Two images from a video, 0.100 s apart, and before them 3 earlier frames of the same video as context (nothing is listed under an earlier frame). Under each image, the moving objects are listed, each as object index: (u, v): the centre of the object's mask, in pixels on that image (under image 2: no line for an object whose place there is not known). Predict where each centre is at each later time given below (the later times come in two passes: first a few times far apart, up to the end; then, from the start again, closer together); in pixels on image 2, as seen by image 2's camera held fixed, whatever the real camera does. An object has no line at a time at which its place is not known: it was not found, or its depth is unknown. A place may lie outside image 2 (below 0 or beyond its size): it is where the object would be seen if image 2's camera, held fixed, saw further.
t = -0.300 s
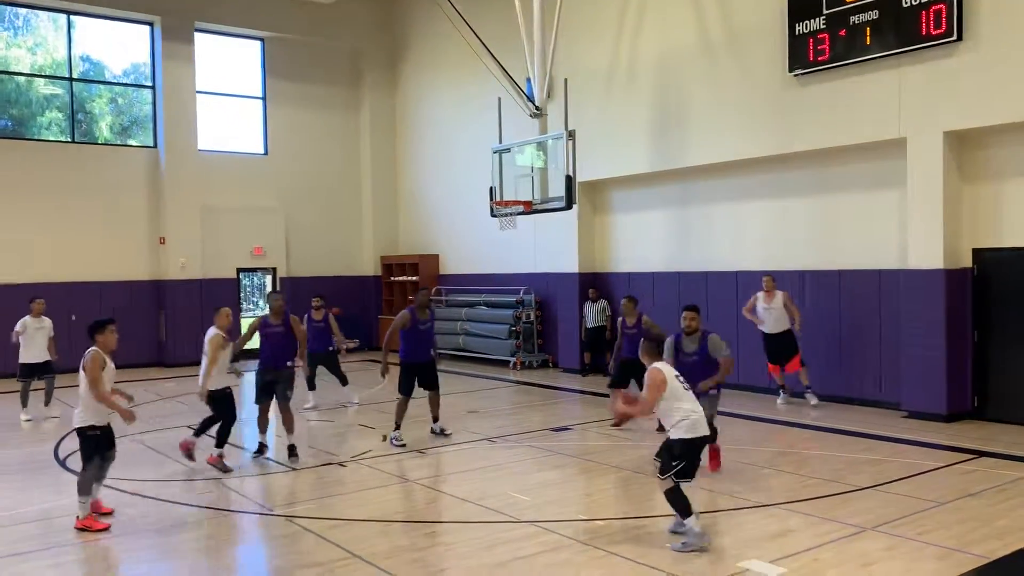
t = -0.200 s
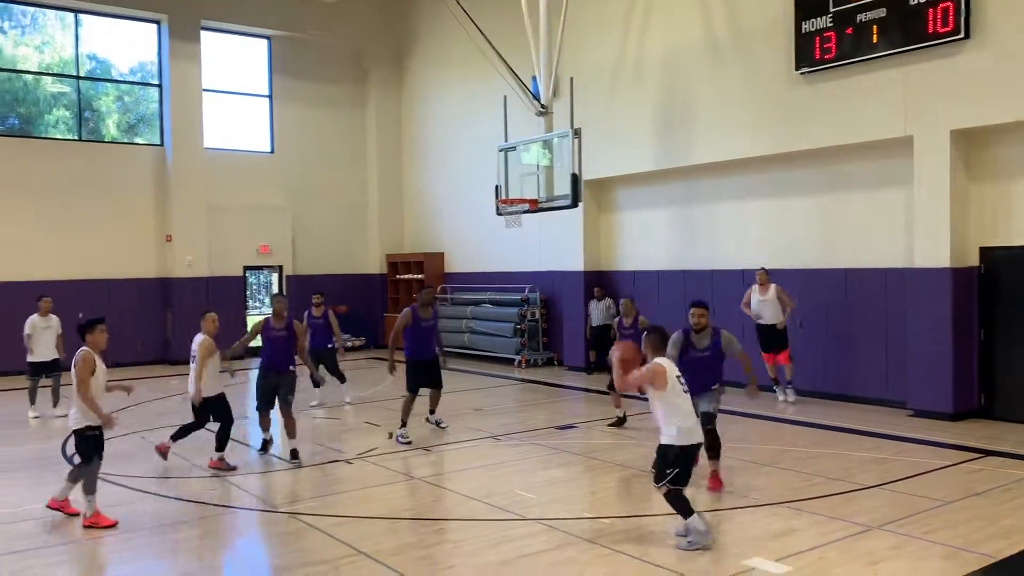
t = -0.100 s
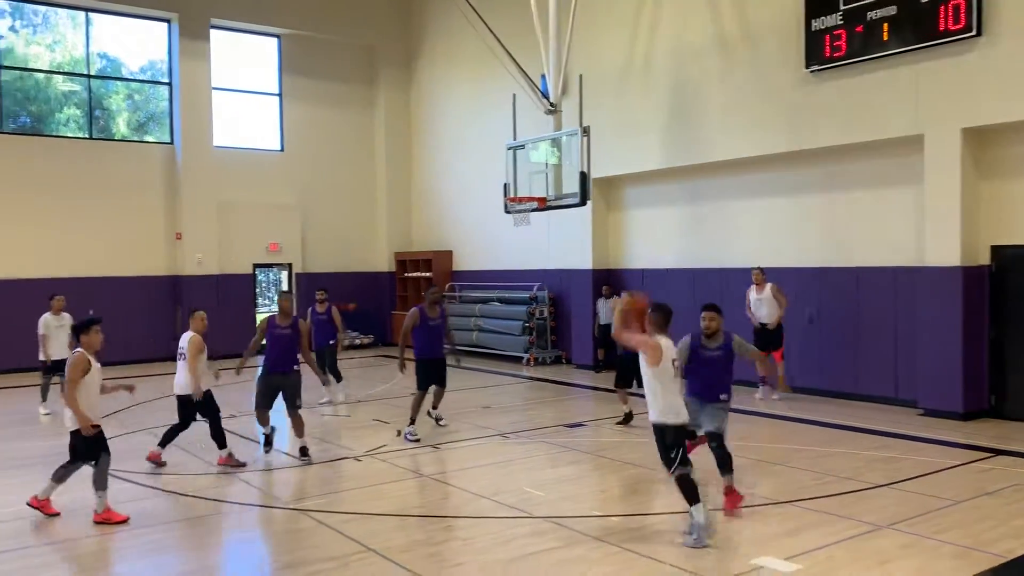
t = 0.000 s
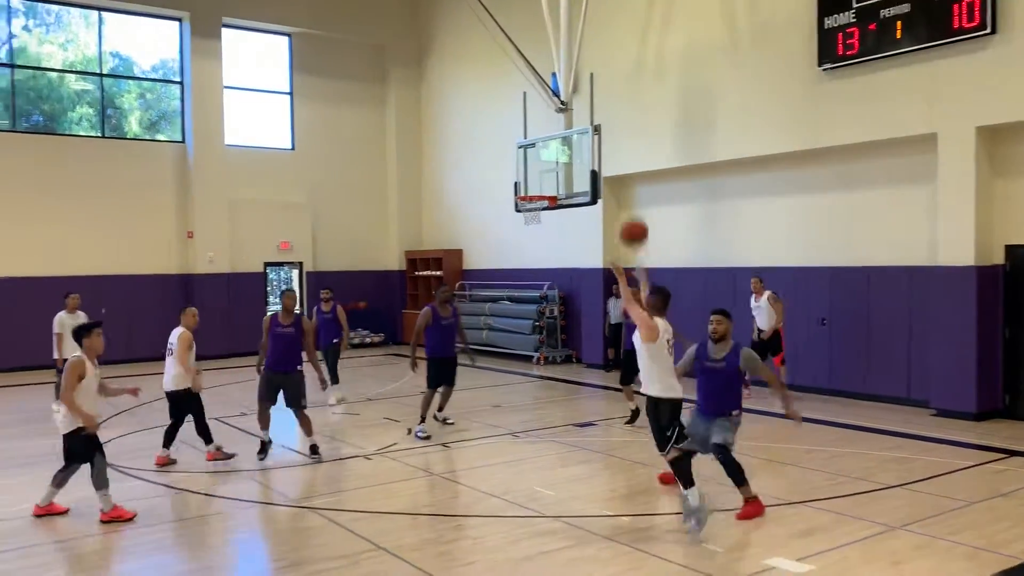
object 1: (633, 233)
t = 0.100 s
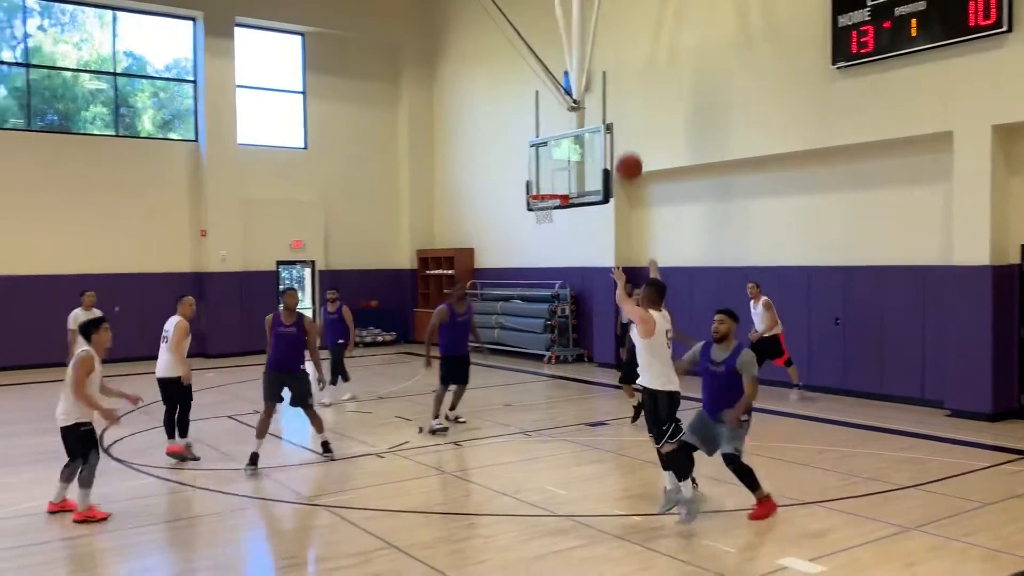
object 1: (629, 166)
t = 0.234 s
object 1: (610, 108)
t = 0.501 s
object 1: (580, 66)
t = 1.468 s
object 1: (556, 174)
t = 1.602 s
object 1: (550, 186)
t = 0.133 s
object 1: (624, 149)
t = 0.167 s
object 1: (618, 133)
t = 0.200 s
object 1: (614, 120)
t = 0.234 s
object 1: (610, 108)
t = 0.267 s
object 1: (605, 99)
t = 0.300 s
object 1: (601, 90)
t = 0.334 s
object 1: (598, 83)
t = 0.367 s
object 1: (594, 77)
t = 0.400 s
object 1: (590, 73)
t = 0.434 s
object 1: (587, 70)
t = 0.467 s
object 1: (583, 67)
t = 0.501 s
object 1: (580, 66)
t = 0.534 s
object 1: (577, 66)
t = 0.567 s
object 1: (574, 67)
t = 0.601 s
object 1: (571, 69)
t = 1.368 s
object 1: (561, 173)
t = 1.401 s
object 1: (559, 173)
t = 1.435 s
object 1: (558, 173)
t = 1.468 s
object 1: (556, 174)
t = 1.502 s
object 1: (555, 175)
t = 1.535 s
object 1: (553, 178)
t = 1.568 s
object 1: (552, 181)
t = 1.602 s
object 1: (550, 186)
